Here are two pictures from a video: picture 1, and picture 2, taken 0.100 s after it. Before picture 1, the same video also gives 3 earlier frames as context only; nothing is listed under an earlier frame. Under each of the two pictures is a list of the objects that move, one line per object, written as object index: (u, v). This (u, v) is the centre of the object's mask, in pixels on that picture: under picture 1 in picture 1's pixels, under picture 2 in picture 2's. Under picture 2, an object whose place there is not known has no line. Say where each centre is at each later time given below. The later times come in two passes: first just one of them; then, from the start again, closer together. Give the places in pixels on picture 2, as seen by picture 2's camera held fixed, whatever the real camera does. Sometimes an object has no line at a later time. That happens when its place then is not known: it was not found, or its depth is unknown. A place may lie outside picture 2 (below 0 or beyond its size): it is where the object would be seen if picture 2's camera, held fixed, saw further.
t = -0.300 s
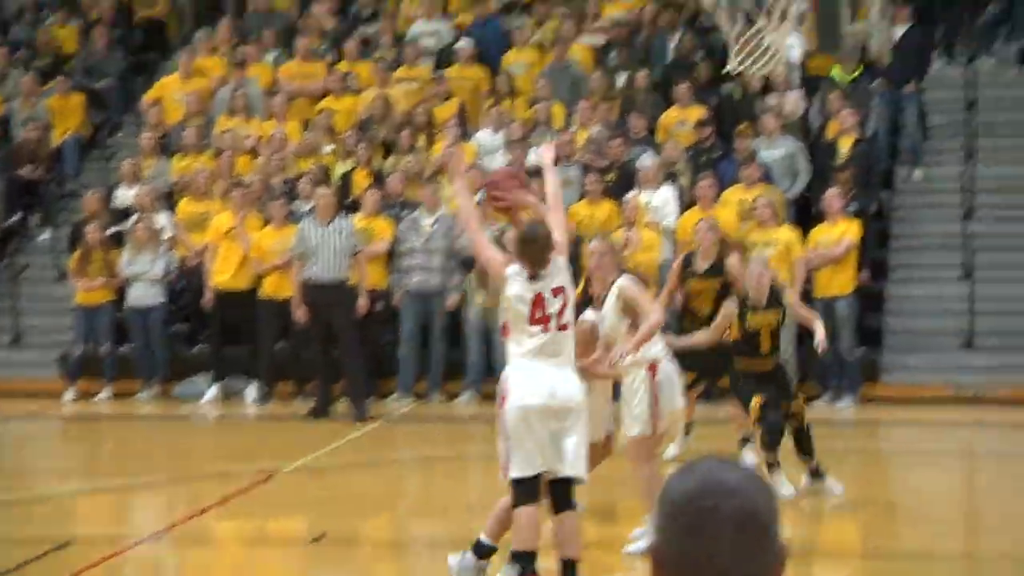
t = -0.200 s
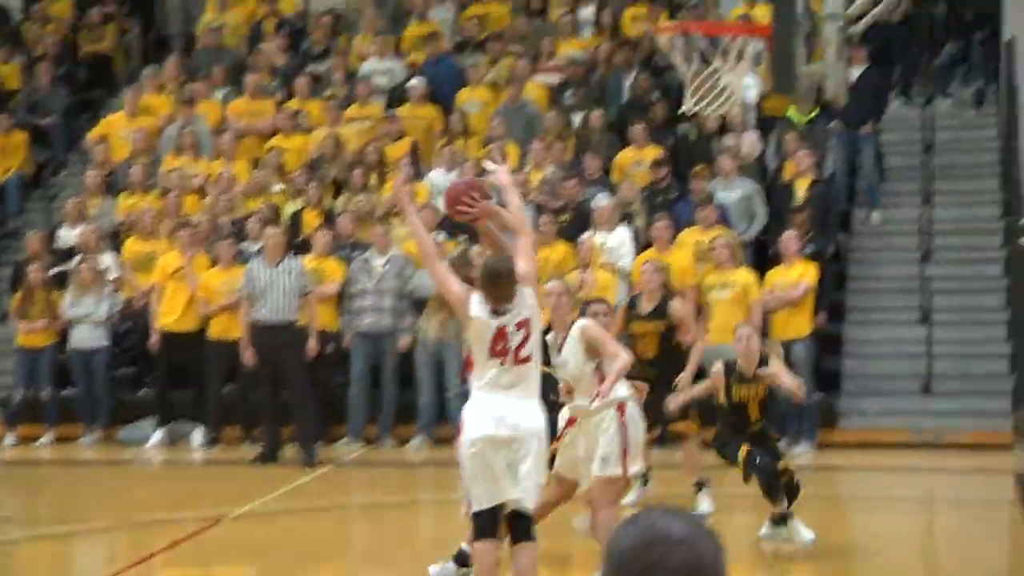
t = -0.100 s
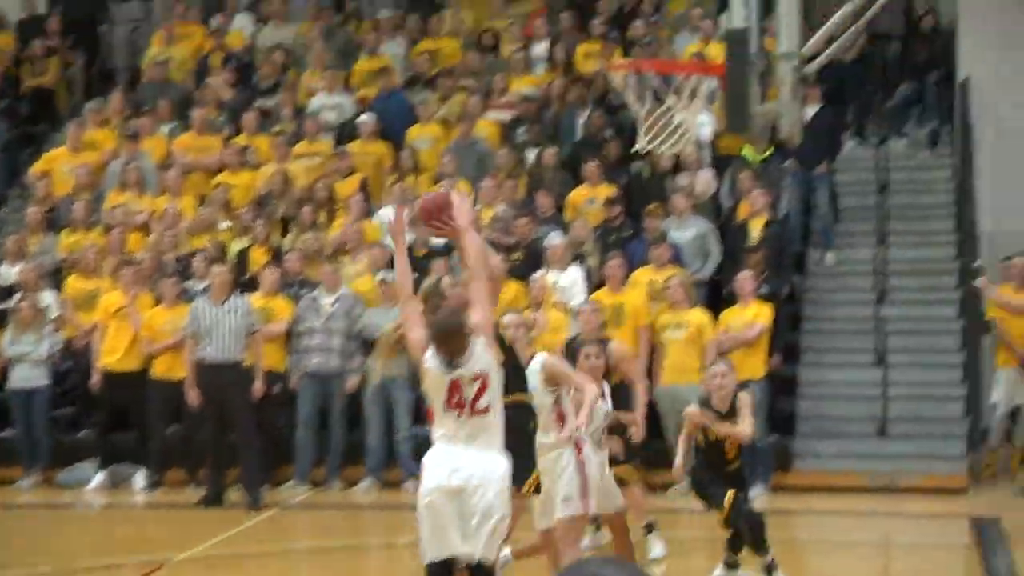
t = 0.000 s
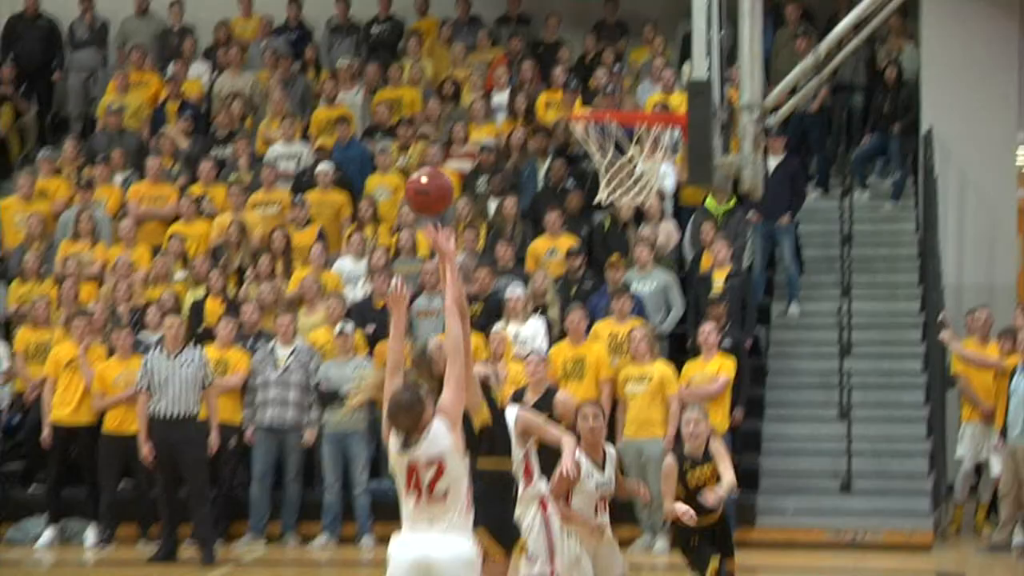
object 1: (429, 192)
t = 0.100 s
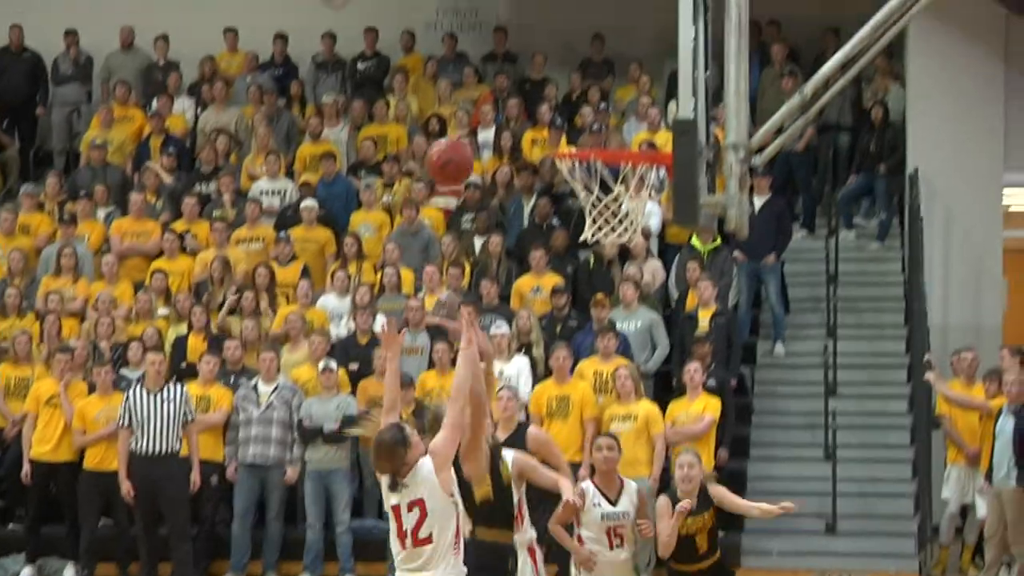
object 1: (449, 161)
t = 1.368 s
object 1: (594, 182)
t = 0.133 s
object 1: (461, 143)
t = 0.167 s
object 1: (474, 127)
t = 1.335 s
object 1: (595, 175)
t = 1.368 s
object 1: (594, 182)
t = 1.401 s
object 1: (594, 195)
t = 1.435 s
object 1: (599, 205)
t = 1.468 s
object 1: (602, 210)
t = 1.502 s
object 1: (606, 214)
